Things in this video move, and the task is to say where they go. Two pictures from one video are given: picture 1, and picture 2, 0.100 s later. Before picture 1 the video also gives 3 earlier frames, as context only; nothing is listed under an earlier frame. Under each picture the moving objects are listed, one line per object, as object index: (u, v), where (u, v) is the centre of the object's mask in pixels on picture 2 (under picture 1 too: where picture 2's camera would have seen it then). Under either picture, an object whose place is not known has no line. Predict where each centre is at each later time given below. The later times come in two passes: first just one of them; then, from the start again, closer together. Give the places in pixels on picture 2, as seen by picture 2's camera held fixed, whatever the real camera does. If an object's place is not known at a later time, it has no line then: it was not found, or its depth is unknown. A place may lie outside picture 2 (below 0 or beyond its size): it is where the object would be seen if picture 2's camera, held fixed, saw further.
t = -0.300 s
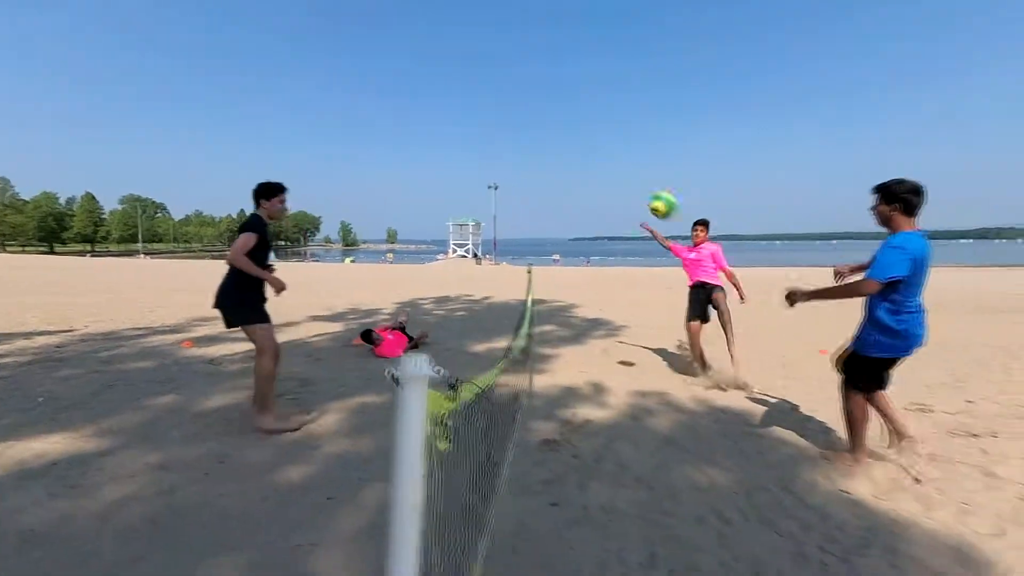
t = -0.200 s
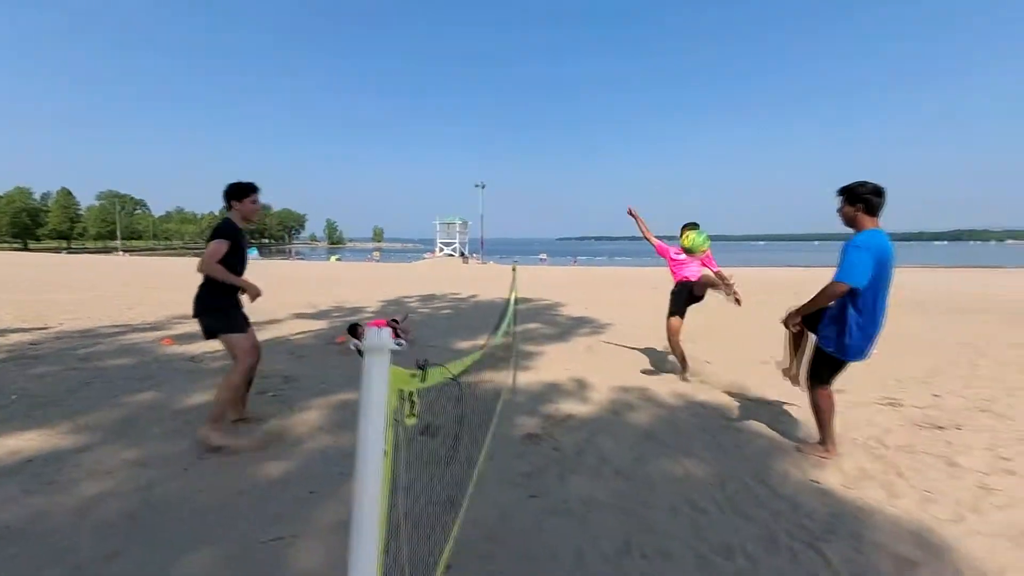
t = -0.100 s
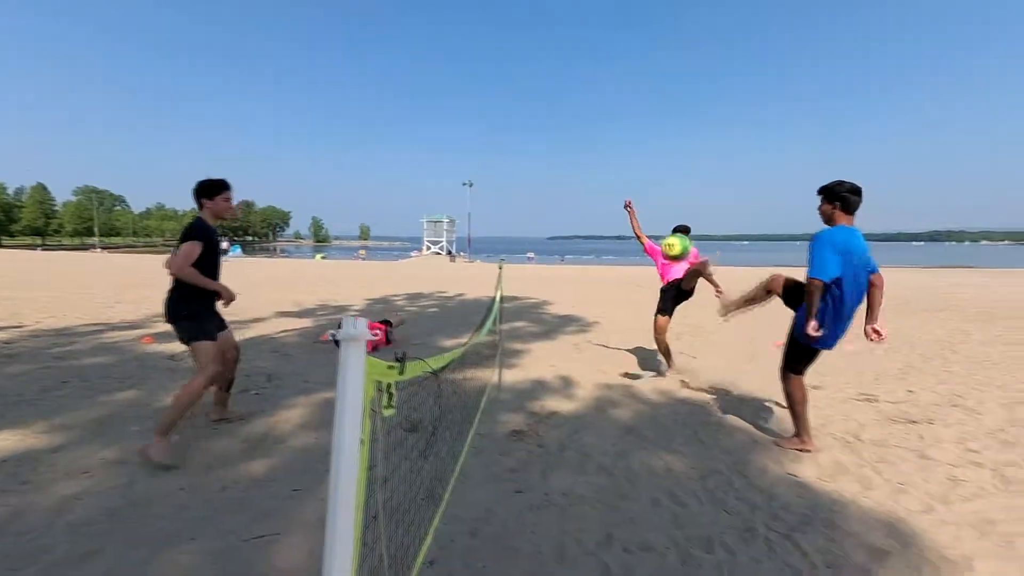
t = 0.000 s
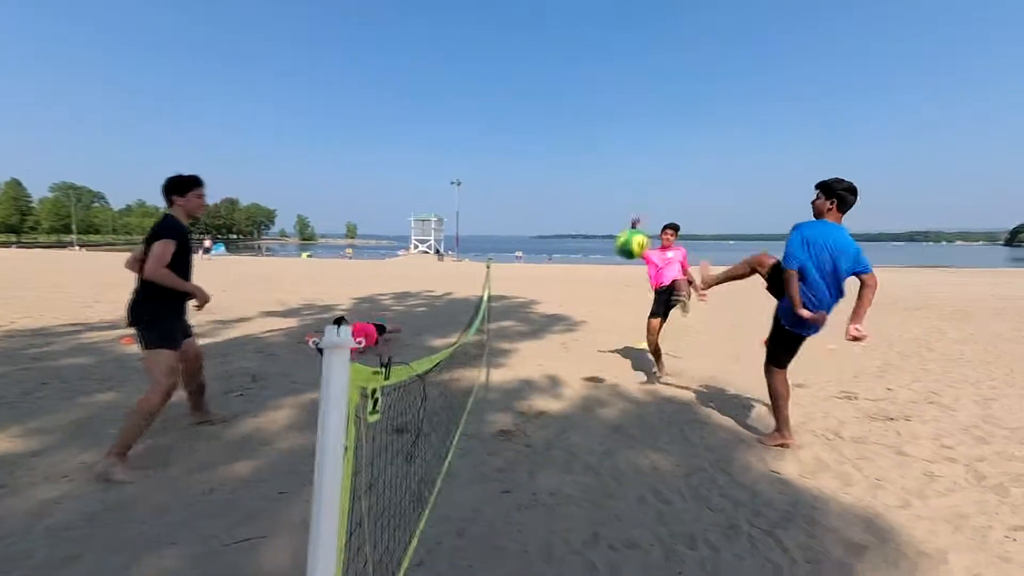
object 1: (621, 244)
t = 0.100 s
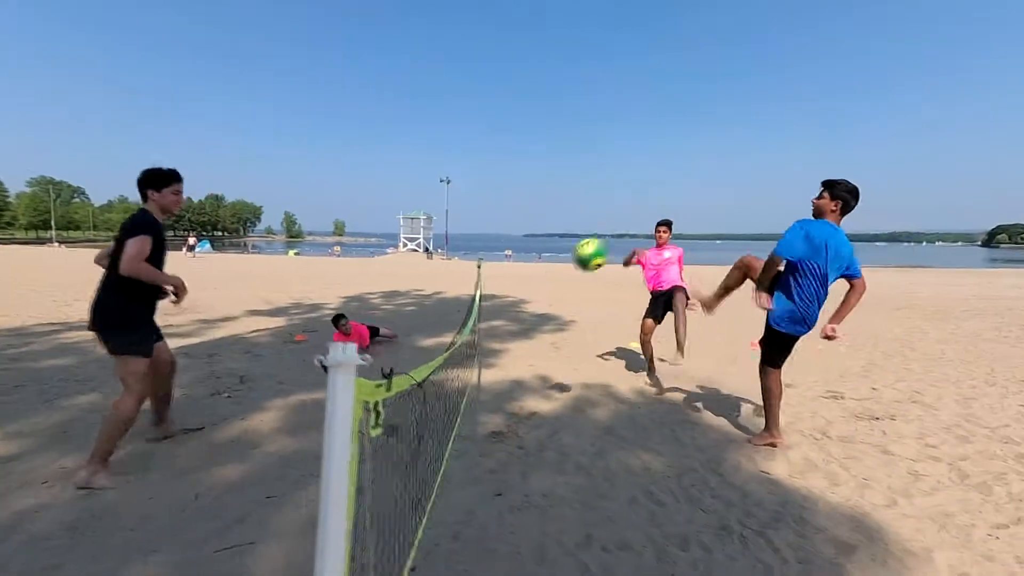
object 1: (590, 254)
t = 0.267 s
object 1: (535, 312)
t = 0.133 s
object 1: (580, 261)
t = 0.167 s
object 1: (568, 271)
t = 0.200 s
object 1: (558, 283)
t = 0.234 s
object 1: (549, 295)
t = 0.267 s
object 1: (535, 312)
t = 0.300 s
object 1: (524, 329)
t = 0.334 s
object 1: (517, 346)
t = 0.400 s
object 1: (485, 399)
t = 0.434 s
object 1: (472, 428)
